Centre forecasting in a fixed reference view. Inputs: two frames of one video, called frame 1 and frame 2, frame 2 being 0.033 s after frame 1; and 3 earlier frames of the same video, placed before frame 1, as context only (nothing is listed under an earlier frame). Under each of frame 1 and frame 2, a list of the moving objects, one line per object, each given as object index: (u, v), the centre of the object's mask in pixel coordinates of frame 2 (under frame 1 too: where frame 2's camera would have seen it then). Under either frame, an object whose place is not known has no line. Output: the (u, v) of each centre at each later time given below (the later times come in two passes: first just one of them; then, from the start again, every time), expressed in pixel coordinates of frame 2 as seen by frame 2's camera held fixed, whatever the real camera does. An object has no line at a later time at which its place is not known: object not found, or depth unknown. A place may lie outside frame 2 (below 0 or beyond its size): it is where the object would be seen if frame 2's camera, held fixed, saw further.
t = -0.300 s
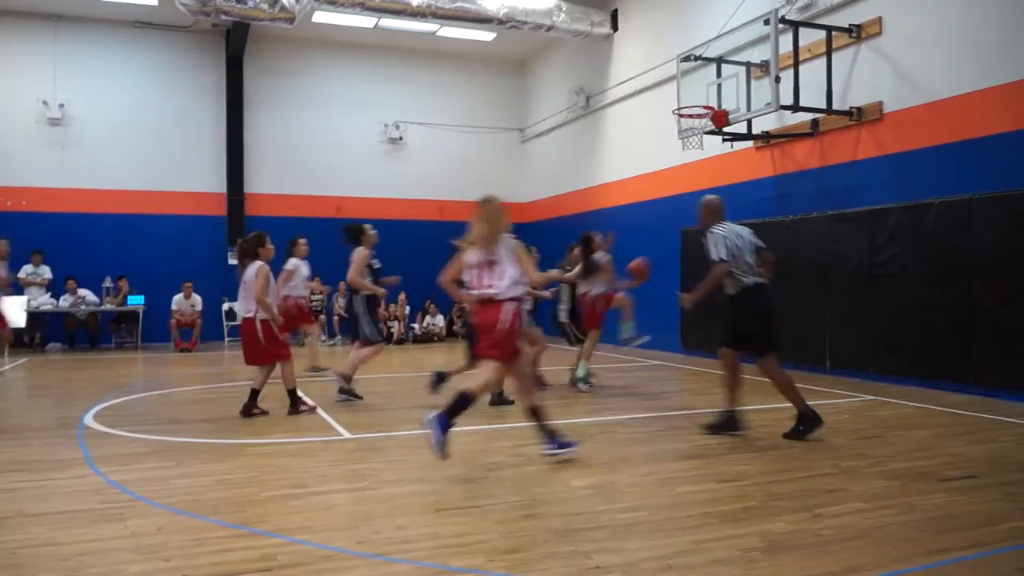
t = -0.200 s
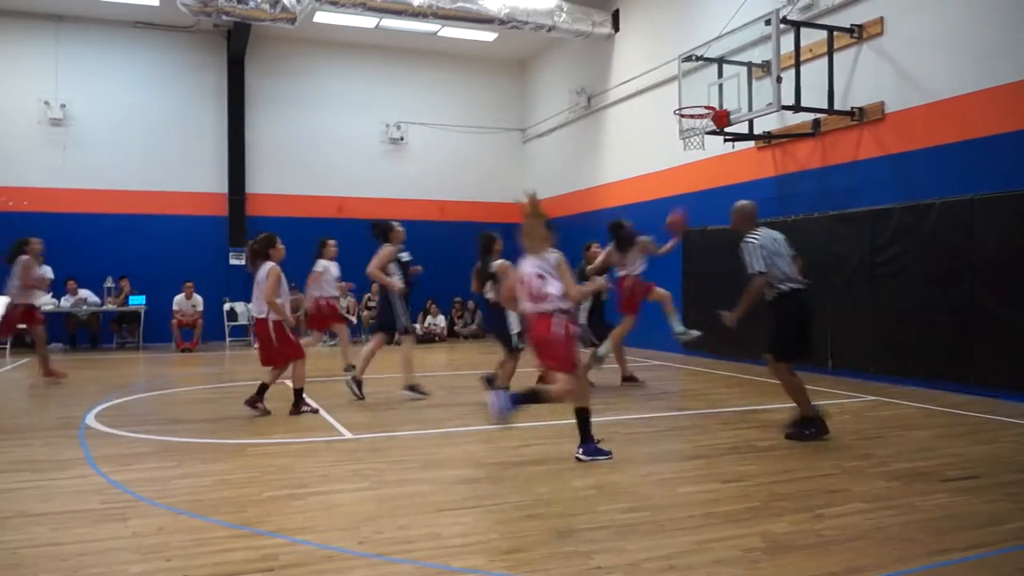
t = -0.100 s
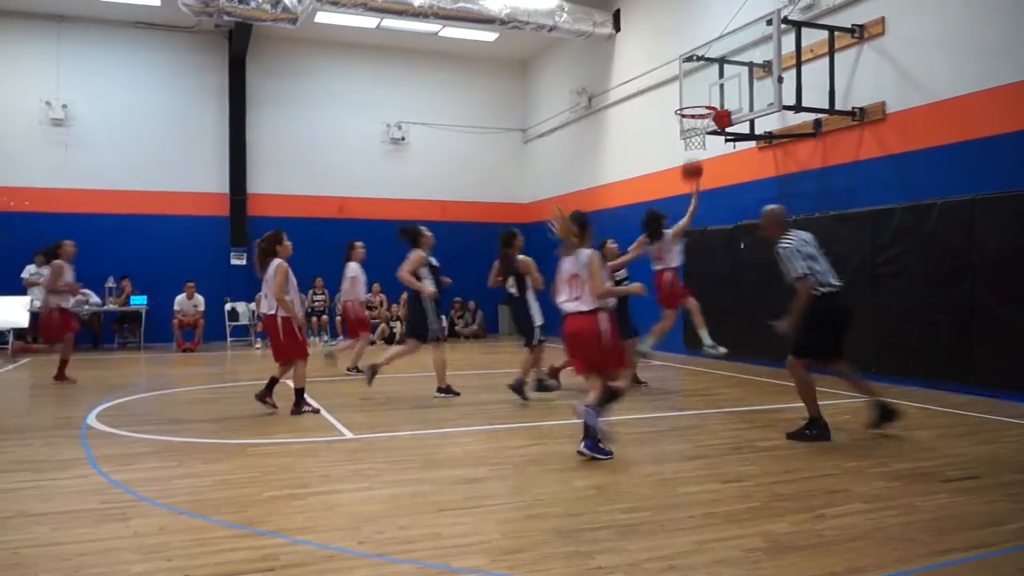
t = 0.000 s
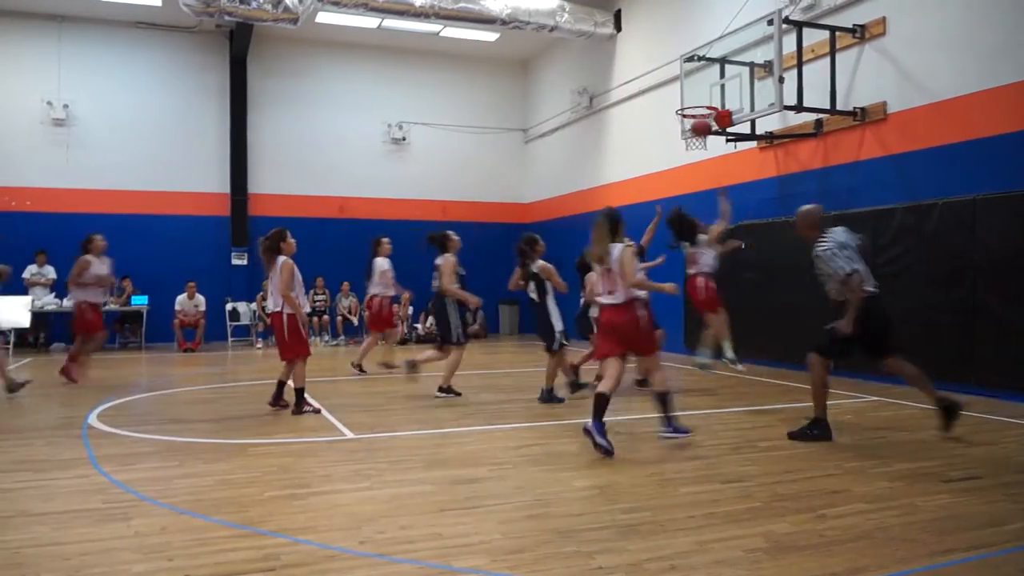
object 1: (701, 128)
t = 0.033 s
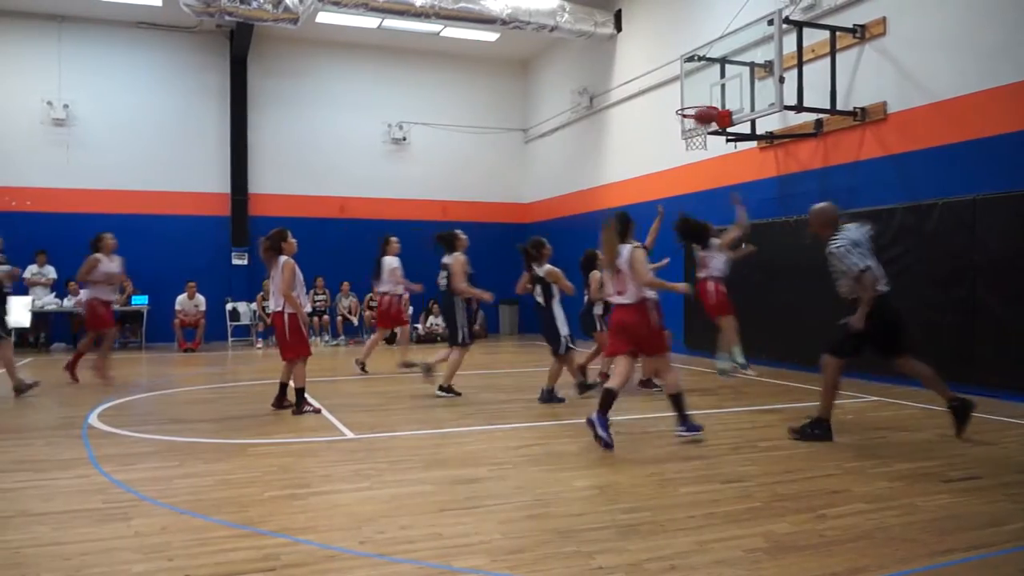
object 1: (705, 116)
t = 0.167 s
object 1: (715, 79)
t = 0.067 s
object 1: (707, 105)
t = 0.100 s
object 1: (709, 95)
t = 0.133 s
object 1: (713, 86)
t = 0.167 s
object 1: (715, 79)
